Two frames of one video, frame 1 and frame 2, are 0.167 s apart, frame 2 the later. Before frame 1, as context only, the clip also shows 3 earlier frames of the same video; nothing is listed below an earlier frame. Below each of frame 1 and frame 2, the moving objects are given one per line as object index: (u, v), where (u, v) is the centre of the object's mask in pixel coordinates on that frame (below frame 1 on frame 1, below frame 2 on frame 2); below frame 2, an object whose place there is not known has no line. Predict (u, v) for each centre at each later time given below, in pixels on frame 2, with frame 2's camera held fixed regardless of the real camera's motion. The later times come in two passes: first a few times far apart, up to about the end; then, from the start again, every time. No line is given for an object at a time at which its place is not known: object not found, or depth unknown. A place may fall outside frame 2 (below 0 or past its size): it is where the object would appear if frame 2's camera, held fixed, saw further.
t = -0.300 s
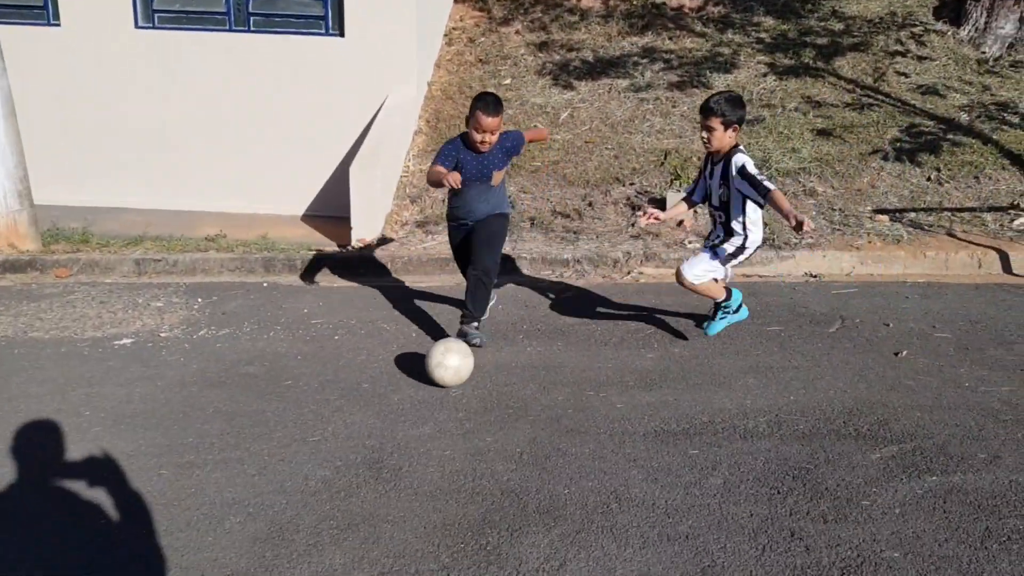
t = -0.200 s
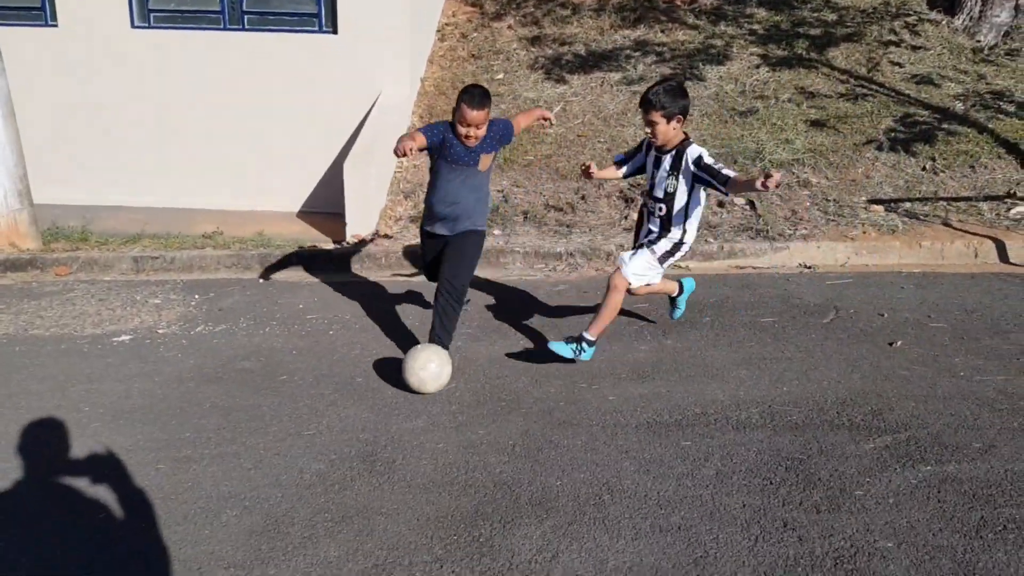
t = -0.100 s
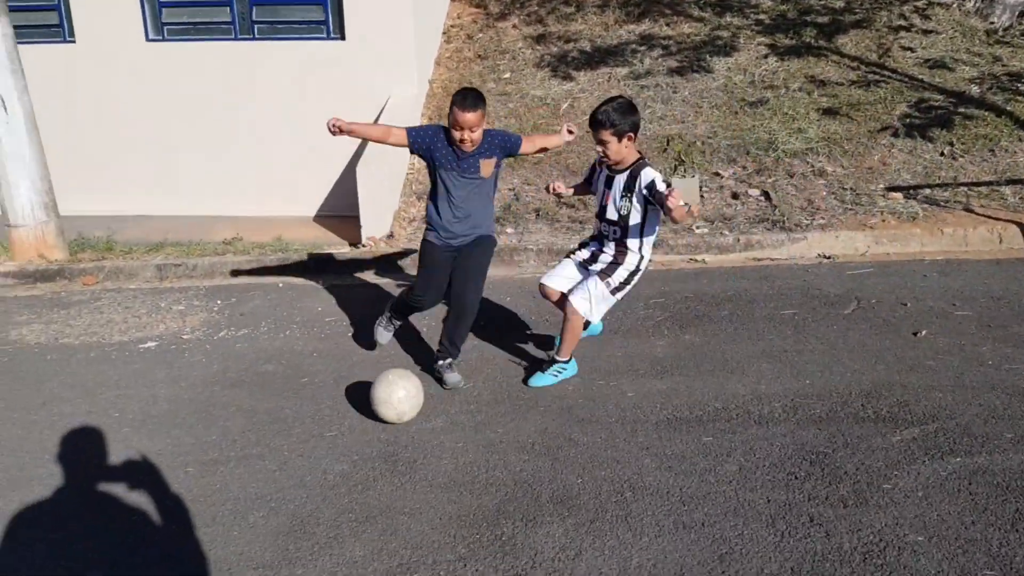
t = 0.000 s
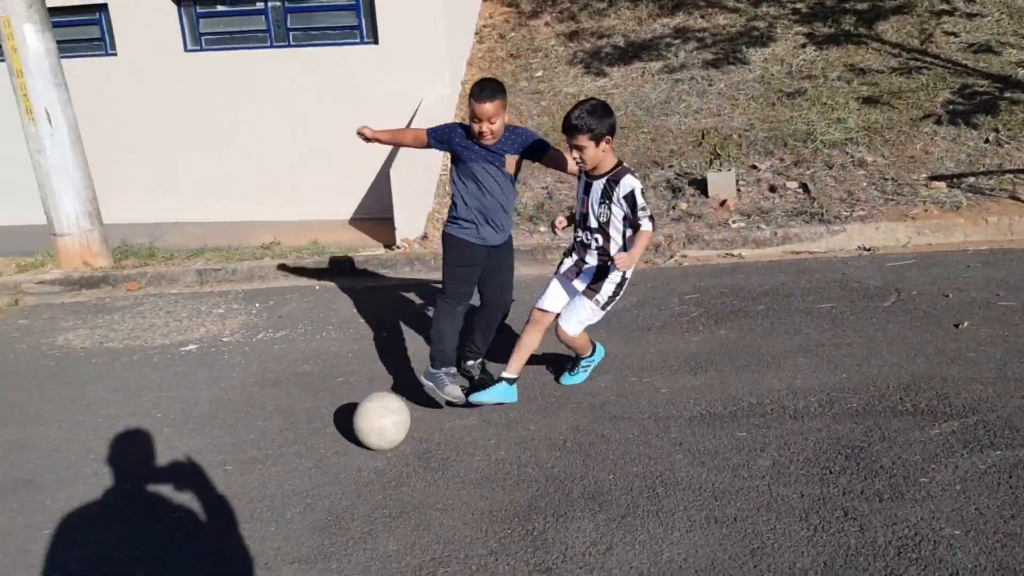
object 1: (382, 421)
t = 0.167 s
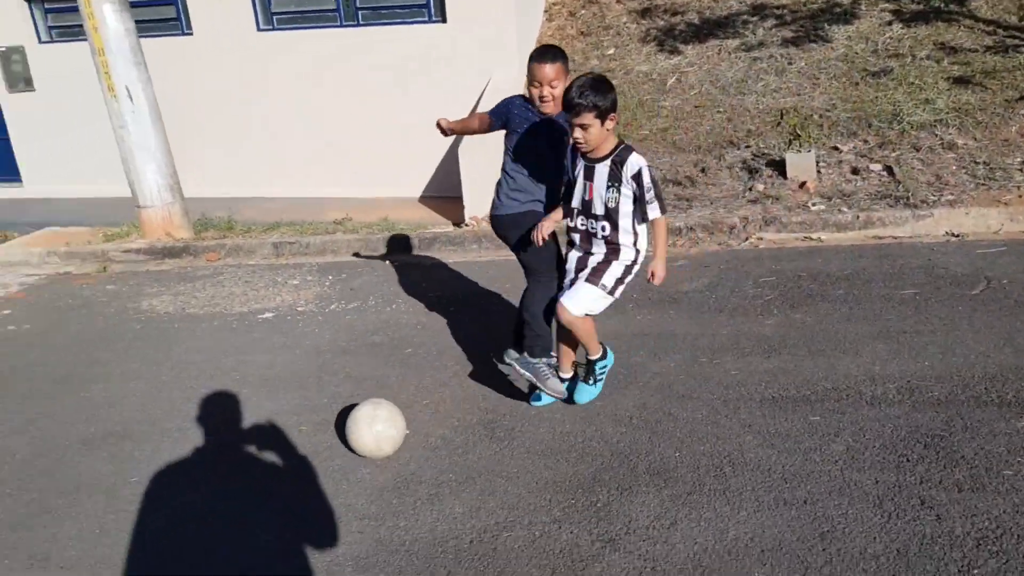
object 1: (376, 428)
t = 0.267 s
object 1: (329, 452)
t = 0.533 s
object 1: (176, 528)
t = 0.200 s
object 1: (361, 436)
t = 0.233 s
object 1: (345, 444)
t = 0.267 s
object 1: (329, 452)
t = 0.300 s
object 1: (312, 461)
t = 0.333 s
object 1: (294, 471)
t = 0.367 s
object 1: (276, 479)
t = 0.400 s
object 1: (257, 489)
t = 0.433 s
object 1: (238, 497)
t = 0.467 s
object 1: (218, 507)
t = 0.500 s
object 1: (197, 517)
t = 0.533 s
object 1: (176, 528)
